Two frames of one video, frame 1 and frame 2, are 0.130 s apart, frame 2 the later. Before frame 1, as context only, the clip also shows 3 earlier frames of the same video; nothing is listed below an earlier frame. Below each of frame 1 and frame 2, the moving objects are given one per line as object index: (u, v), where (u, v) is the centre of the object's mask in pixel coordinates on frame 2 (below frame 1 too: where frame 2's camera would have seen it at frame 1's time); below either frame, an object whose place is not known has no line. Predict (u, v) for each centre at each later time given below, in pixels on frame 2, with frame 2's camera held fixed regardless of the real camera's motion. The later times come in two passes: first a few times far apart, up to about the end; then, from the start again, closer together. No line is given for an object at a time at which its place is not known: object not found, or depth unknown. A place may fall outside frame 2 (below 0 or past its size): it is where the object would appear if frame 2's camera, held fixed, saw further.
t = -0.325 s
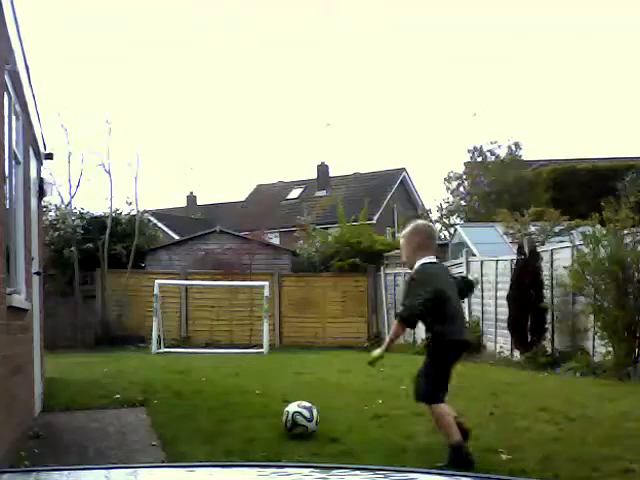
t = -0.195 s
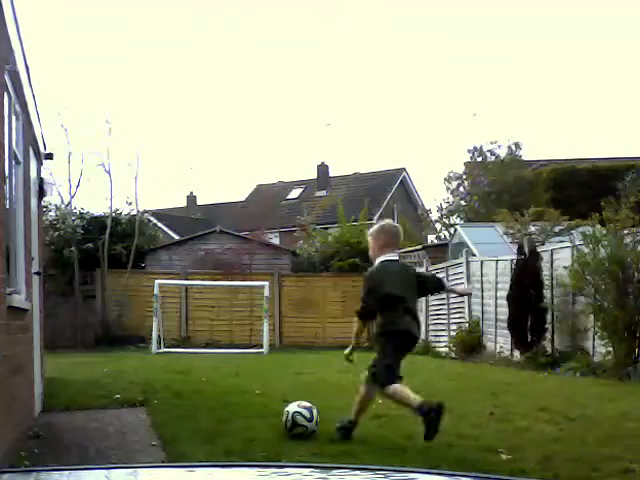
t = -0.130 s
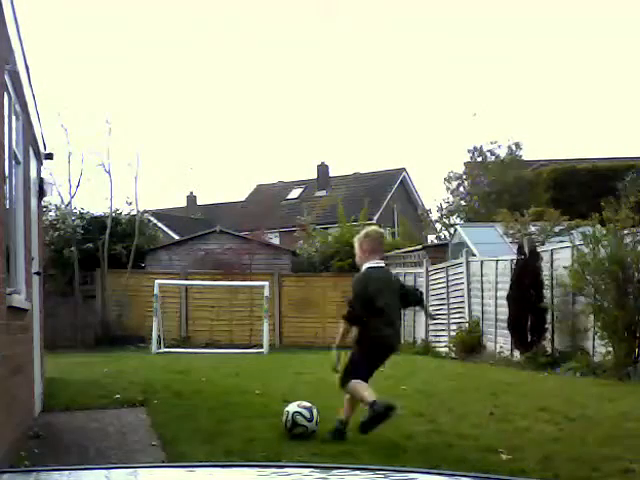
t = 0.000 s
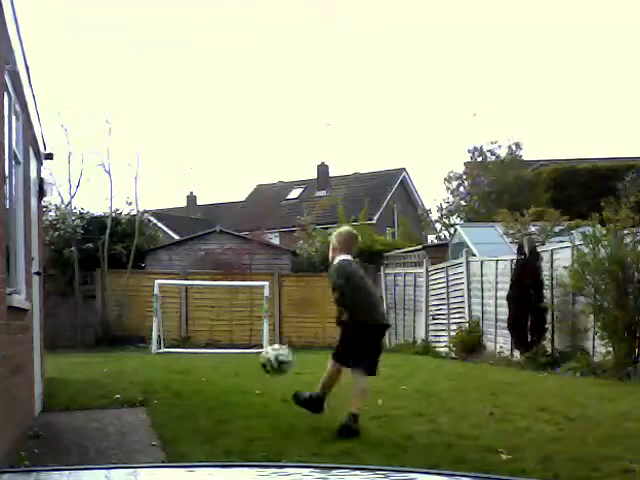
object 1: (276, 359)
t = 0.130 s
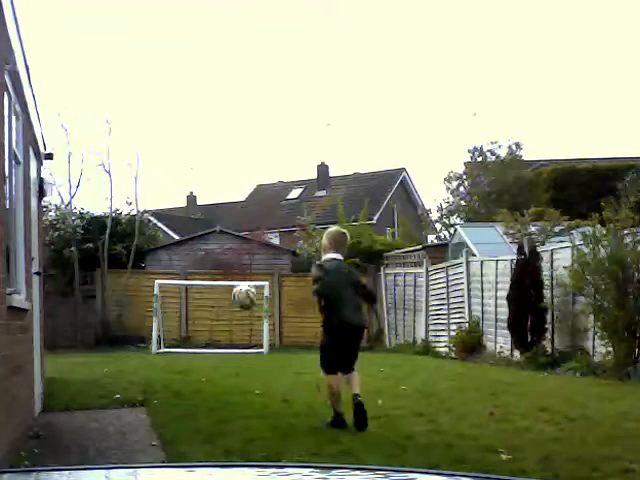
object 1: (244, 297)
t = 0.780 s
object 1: (182, 331)
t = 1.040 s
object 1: (180, 332)
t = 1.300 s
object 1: (176, 323)
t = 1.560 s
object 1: (189, 348)
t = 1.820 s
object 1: (187, 341)
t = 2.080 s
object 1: (186, 345)
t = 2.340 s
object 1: (183, 347)
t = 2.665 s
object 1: (179, 349)
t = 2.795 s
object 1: (178, 349)
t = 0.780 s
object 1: (182, 331)
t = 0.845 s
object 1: (178, 347)
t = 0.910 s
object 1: (178, 343)
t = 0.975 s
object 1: (178, 336)
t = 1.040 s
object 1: (180, 332)
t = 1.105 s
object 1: (179, 330)
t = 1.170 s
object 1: (178, 326)
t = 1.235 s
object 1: (176, 322)
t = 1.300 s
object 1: (176, 323)
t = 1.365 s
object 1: (181, 325)
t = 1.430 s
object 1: (183, 331)
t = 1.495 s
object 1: (186, 338)
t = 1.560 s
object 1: (189, 348)
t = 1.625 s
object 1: (188, 345)
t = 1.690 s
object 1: (188, 340)
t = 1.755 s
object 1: (188, 340)
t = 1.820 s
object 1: (187, 341)
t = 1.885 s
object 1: (186, 345)
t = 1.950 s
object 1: (187, 348)
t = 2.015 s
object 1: (186, 346)
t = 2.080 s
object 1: (186, 345)
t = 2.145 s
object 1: (186, 346)
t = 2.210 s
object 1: (185, 348)
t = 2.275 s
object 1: (184, 348)
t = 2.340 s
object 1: (183, 347)
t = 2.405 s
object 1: (182, 348)
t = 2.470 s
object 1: (182, 348)
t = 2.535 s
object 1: (180, 348)
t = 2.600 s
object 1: (180, 349)
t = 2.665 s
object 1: (179, 349)
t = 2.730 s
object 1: (178, 349)
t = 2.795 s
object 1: (178, 349)
